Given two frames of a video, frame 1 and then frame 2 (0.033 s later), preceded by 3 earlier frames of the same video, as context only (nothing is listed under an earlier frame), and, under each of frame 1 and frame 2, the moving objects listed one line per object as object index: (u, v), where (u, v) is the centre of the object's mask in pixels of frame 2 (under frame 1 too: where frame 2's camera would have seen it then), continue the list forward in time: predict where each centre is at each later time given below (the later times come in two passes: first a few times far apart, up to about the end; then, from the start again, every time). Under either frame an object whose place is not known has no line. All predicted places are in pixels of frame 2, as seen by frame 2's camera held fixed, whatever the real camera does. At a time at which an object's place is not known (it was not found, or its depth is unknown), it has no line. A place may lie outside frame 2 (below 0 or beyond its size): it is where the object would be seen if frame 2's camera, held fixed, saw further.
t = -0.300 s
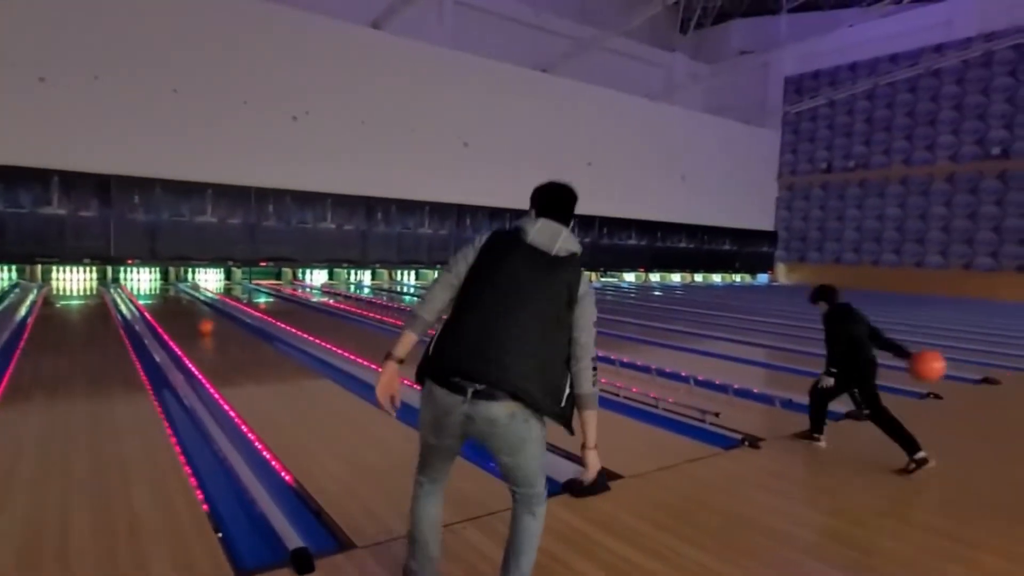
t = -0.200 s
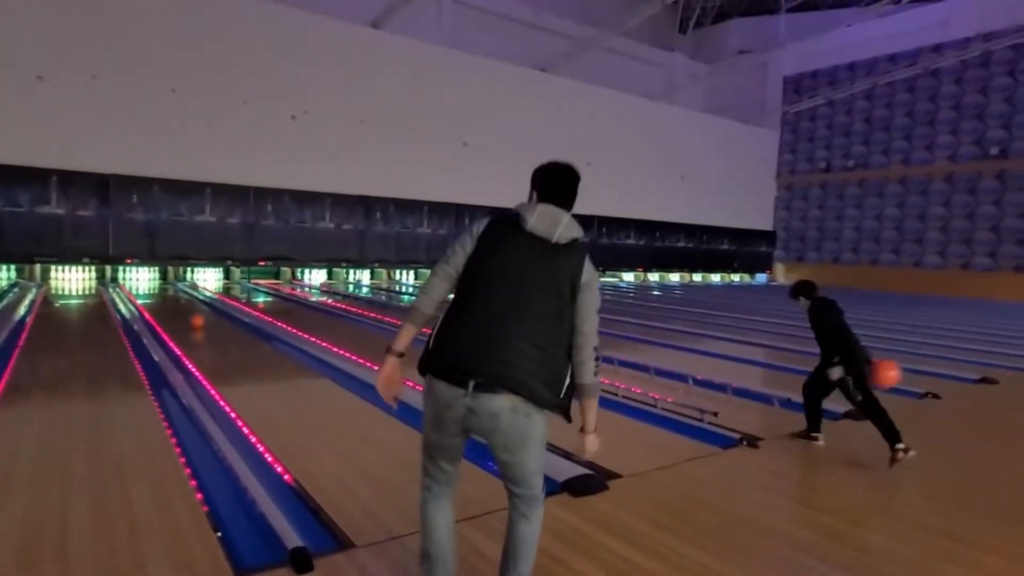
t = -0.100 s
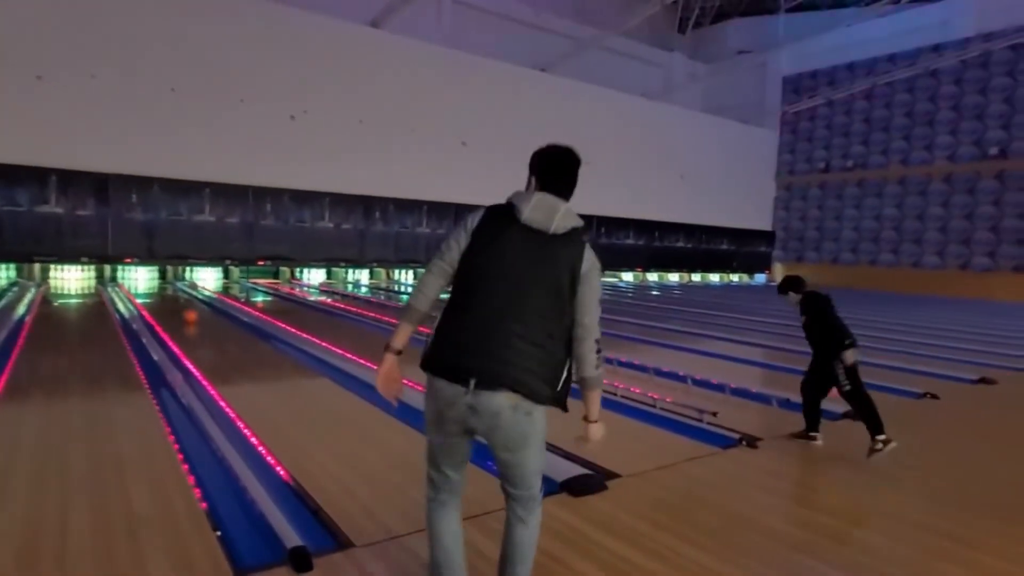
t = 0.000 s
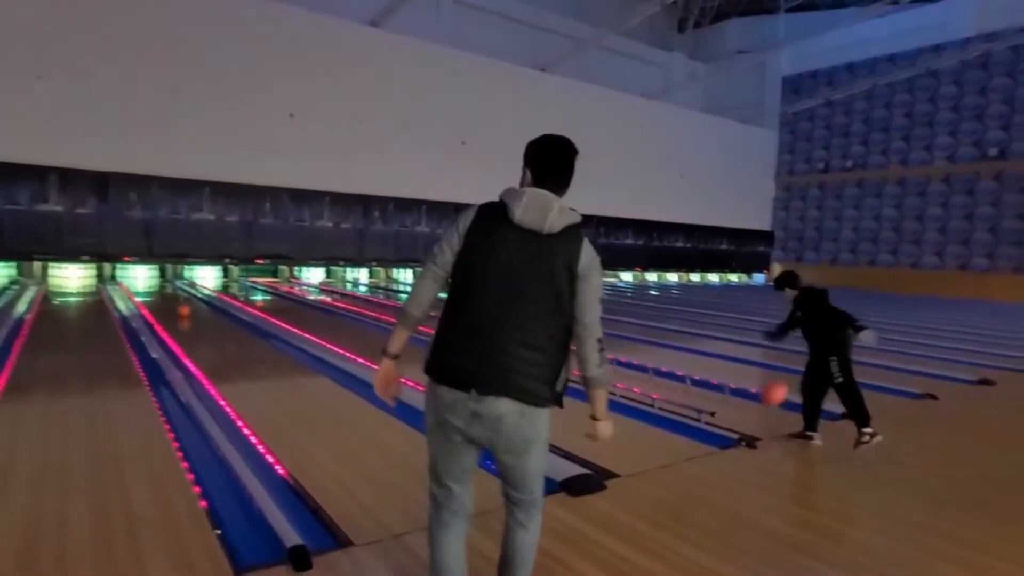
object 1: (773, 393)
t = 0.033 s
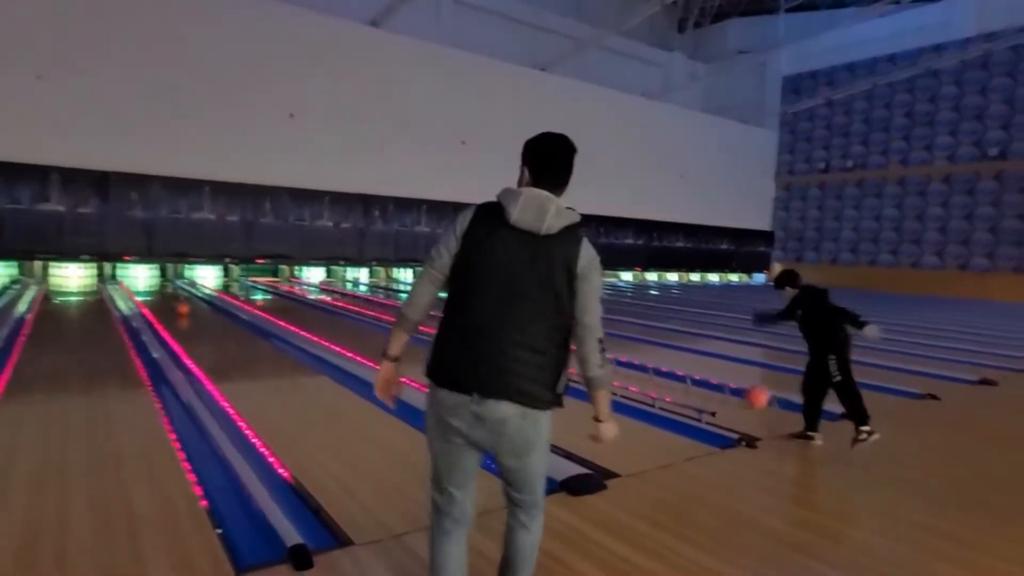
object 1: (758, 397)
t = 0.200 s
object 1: (689, 375)
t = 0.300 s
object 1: (655, 367)
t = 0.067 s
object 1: (741, 399)
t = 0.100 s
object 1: (728, 392)
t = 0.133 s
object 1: (714, 385)
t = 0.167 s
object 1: (701, 379)
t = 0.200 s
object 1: (689, 375)
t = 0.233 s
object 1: (677, 372)
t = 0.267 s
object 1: (665, 369)
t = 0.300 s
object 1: (655, 367)
